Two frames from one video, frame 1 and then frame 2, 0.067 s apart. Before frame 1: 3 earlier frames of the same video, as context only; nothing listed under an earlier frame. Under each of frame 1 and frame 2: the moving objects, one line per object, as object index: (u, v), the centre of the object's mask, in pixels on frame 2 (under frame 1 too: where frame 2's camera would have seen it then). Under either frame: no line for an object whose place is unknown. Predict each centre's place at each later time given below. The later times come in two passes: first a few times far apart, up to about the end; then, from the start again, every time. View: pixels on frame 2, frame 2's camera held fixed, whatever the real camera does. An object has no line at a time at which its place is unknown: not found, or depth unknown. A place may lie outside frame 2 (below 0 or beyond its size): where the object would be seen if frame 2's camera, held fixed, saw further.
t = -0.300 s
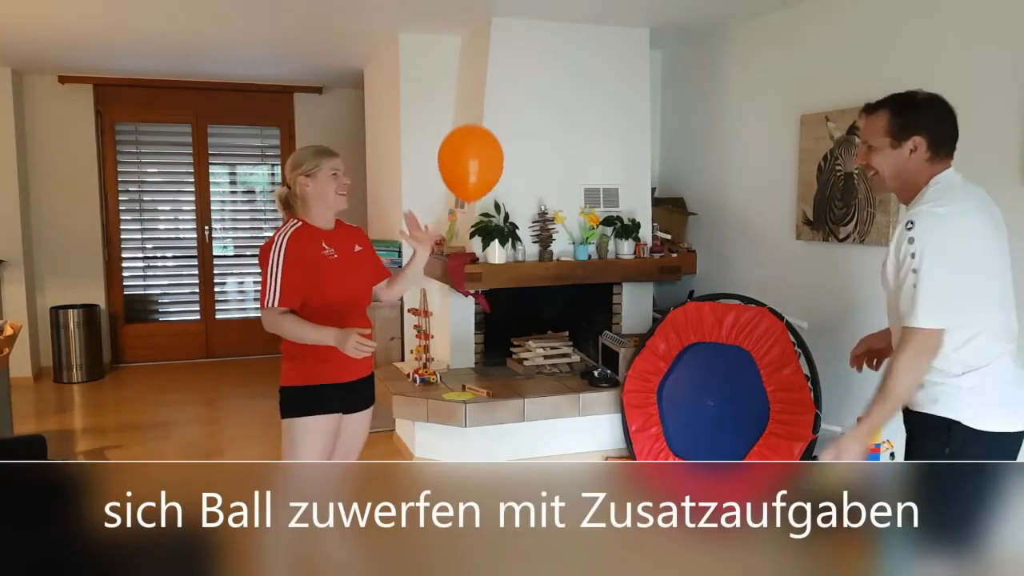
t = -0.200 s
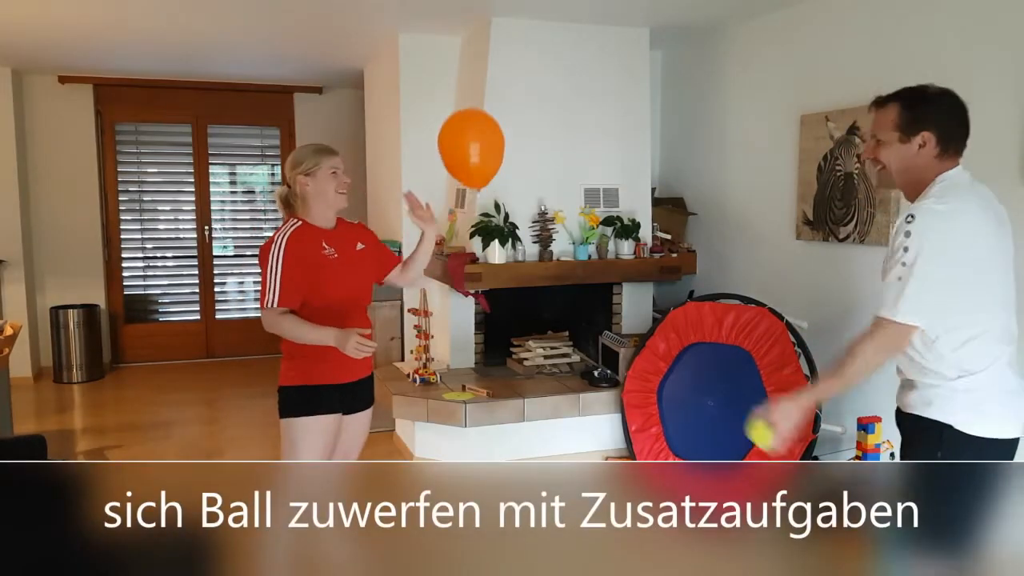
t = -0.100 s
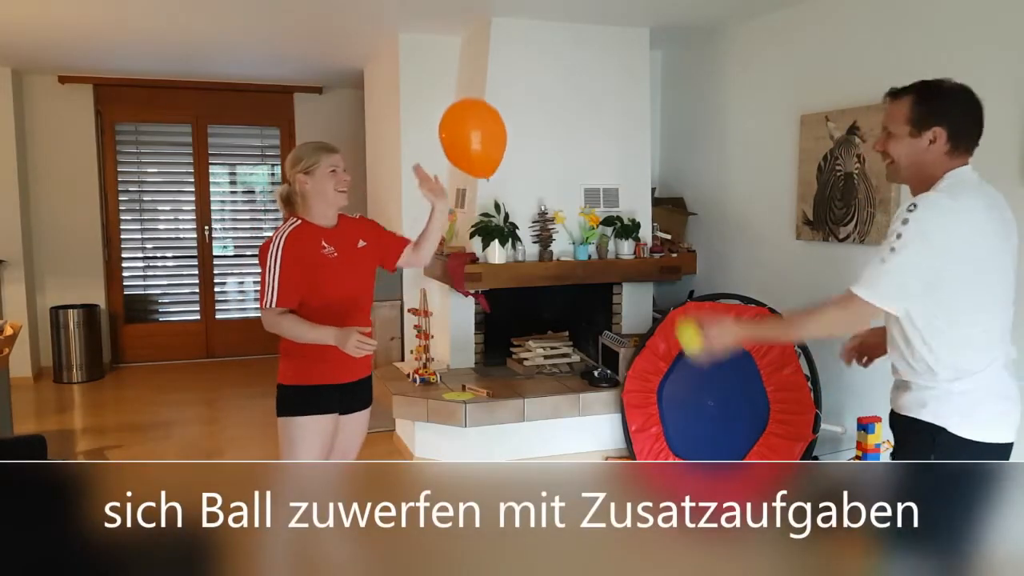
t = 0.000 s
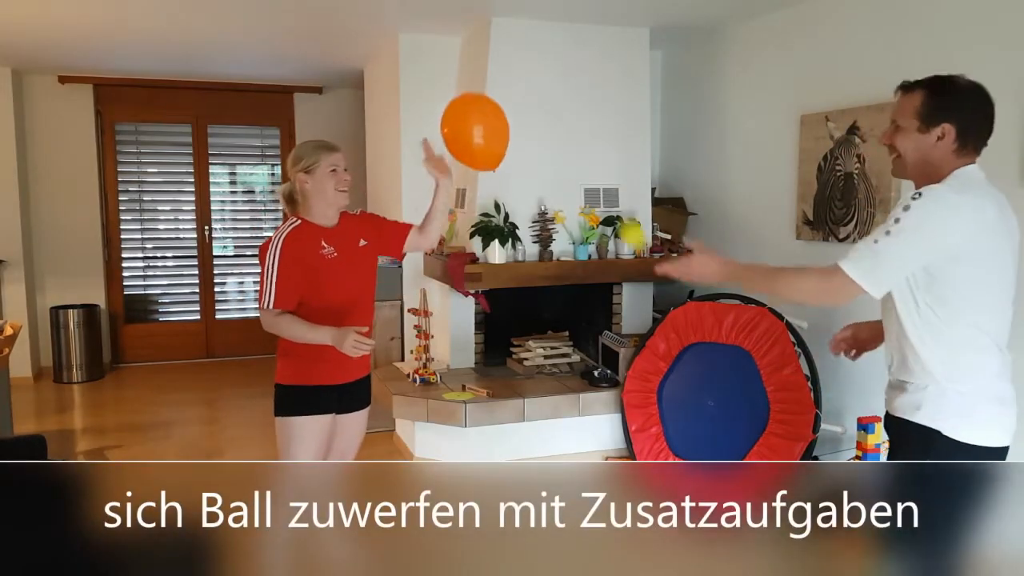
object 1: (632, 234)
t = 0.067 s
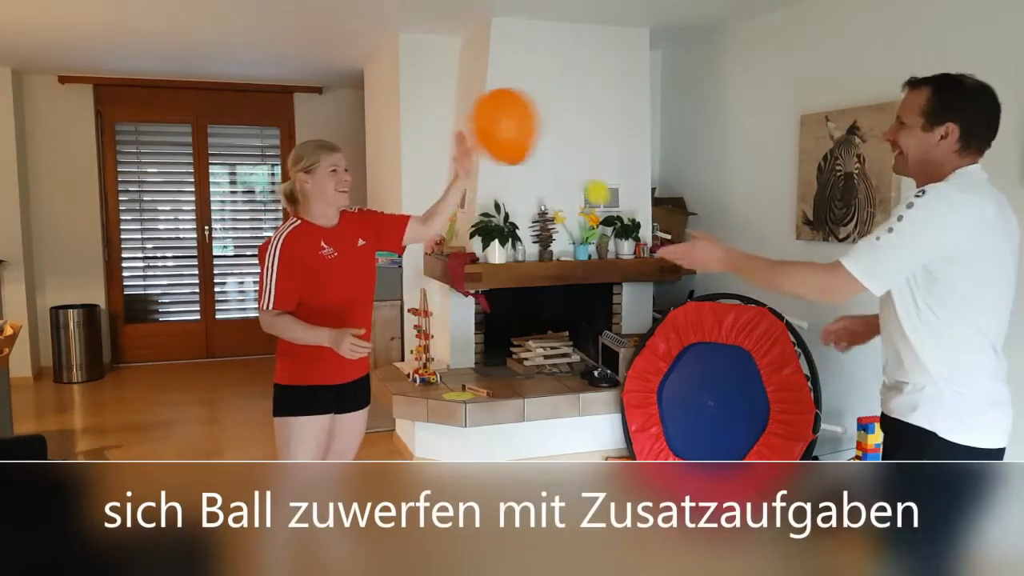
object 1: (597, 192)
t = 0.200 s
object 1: (526, 156)
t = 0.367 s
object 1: (446, 201)
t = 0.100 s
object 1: (578, 175)
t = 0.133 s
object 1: (560, 164)
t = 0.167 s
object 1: (543, 158)
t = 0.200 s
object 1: (526, 156)
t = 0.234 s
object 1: (509, 158)
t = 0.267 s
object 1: (493, 163)
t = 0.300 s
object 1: (477, 172)
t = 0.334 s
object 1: (463, 187)
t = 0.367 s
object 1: (446, 201)
